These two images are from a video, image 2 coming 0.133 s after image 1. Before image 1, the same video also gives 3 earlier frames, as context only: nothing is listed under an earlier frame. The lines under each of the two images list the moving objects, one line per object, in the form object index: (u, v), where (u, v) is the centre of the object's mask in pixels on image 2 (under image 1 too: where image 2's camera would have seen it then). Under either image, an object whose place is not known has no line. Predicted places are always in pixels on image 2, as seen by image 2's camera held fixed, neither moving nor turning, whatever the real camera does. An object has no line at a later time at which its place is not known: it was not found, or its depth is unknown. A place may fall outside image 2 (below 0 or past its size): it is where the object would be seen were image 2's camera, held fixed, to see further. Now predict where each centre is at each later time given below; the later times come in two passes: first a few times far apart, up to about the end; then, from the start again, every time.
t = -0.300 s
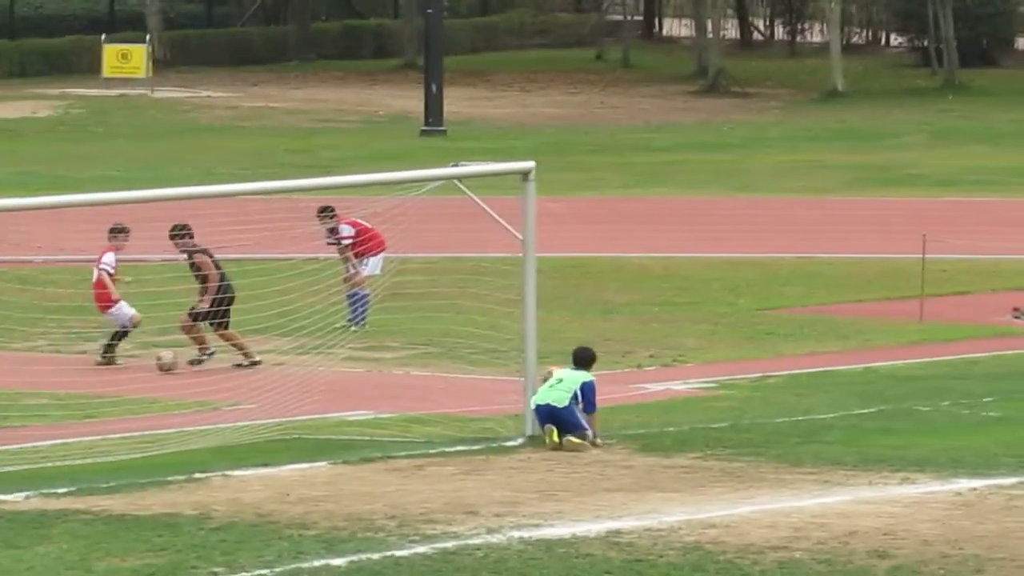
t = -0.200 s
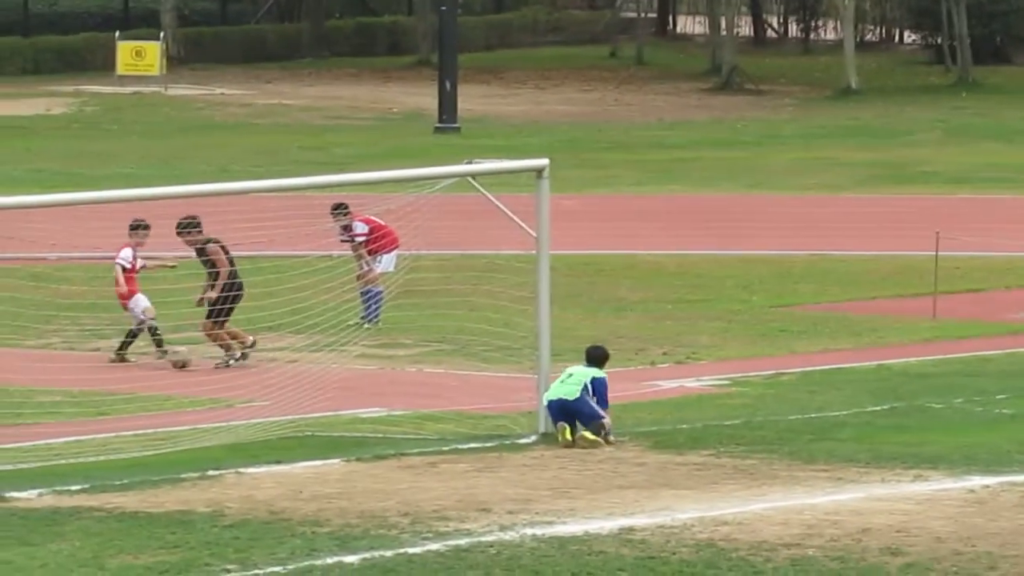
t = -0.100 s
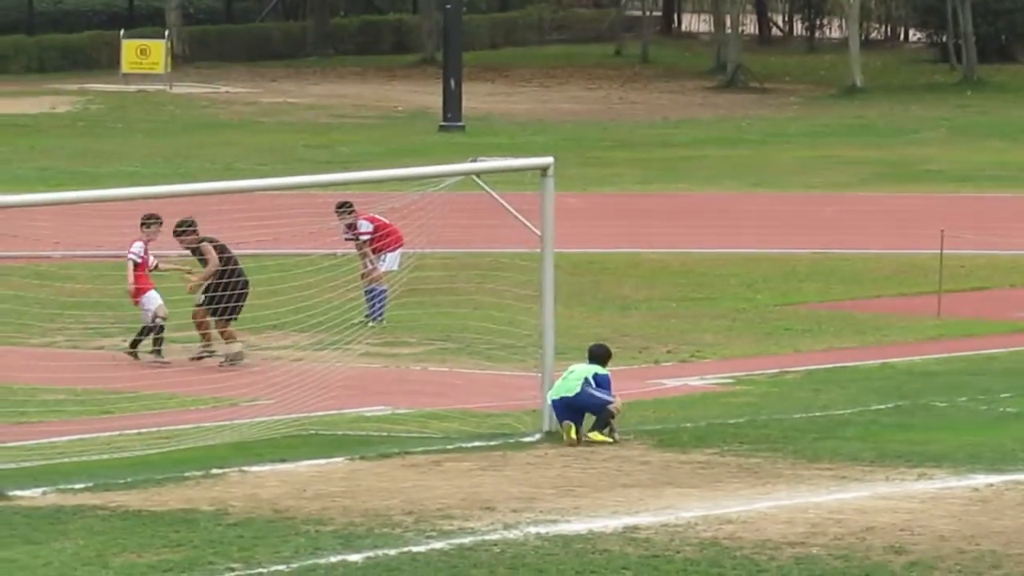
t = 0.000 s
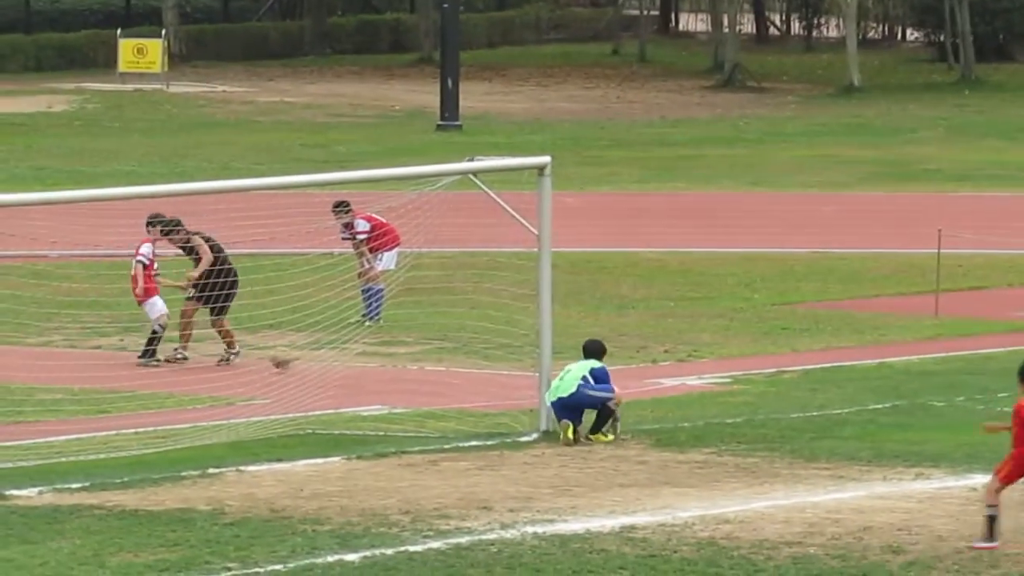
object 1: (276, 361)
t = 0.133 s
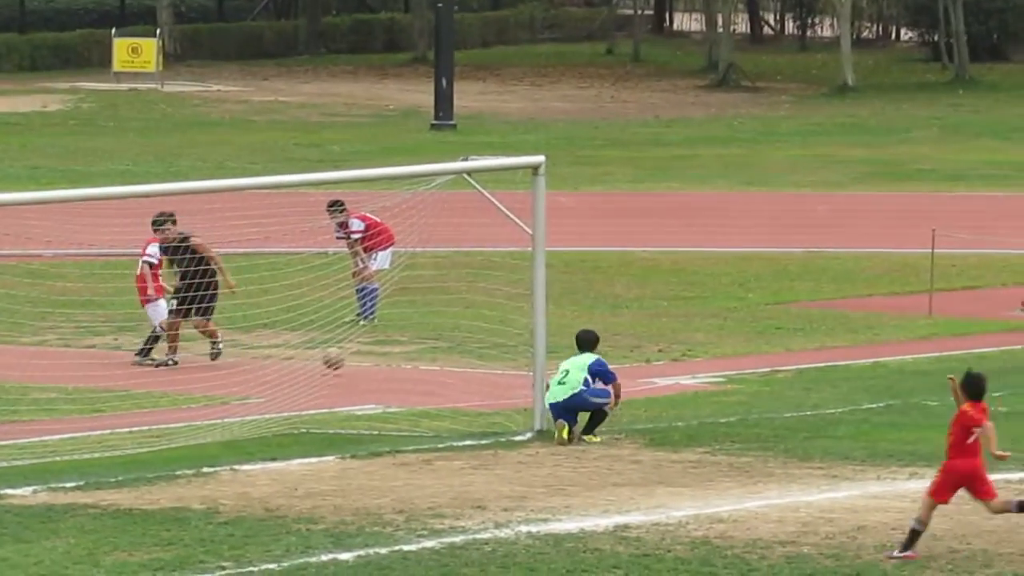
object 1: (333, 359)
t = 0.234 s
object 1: (372, 364)
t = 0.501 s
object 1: (457, 368)
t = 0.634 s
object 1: (496, 370)
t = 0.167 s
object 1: (347, 358)
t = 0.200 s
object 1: (359, 361)
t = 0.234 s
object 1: (372, 364)
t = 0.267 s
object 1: (385, 367)
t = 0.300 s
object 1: (396, 365)
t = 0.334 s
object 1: (406, 364)
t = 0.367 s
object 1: (416, 365)
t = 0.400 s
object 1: (427, 367)
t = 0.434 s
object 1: (437, 368)
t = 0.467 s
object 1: (447, 367)
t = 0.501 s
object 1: (457, 368)
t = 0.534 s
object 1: (466, 370)
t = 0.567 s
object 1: (476, 369)
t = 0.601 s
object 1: (486, 369)
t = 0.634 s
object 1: (496, 370)
